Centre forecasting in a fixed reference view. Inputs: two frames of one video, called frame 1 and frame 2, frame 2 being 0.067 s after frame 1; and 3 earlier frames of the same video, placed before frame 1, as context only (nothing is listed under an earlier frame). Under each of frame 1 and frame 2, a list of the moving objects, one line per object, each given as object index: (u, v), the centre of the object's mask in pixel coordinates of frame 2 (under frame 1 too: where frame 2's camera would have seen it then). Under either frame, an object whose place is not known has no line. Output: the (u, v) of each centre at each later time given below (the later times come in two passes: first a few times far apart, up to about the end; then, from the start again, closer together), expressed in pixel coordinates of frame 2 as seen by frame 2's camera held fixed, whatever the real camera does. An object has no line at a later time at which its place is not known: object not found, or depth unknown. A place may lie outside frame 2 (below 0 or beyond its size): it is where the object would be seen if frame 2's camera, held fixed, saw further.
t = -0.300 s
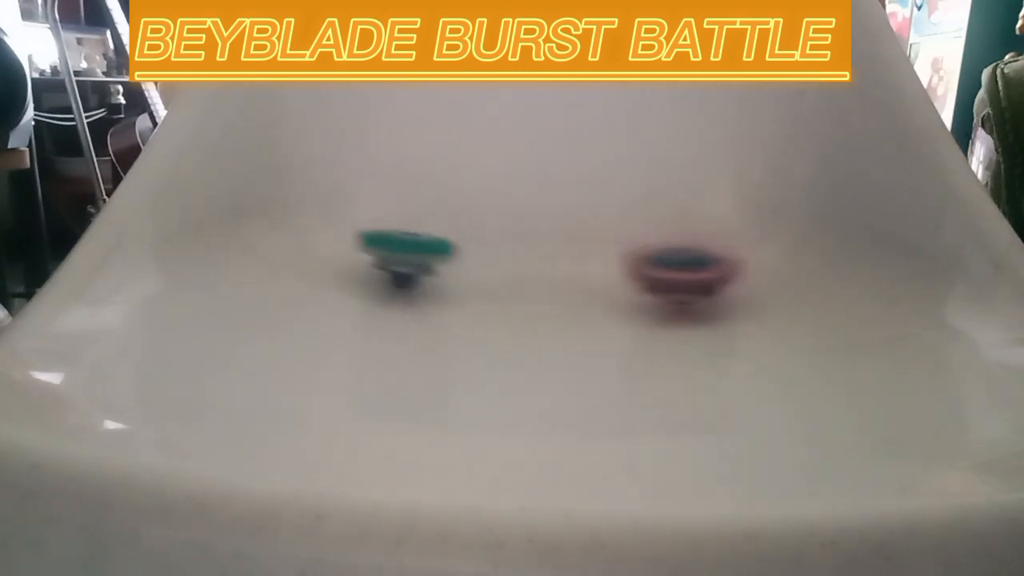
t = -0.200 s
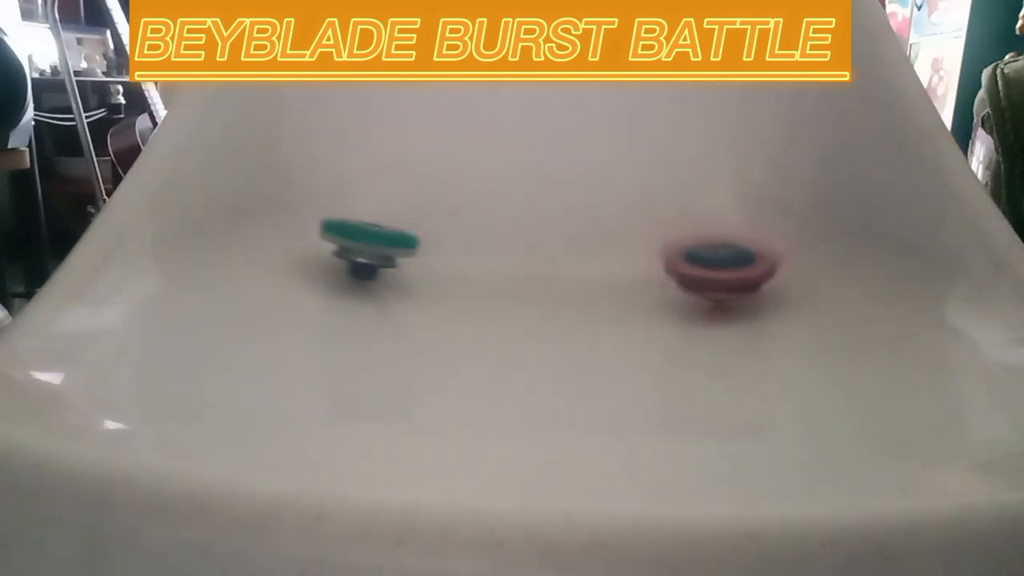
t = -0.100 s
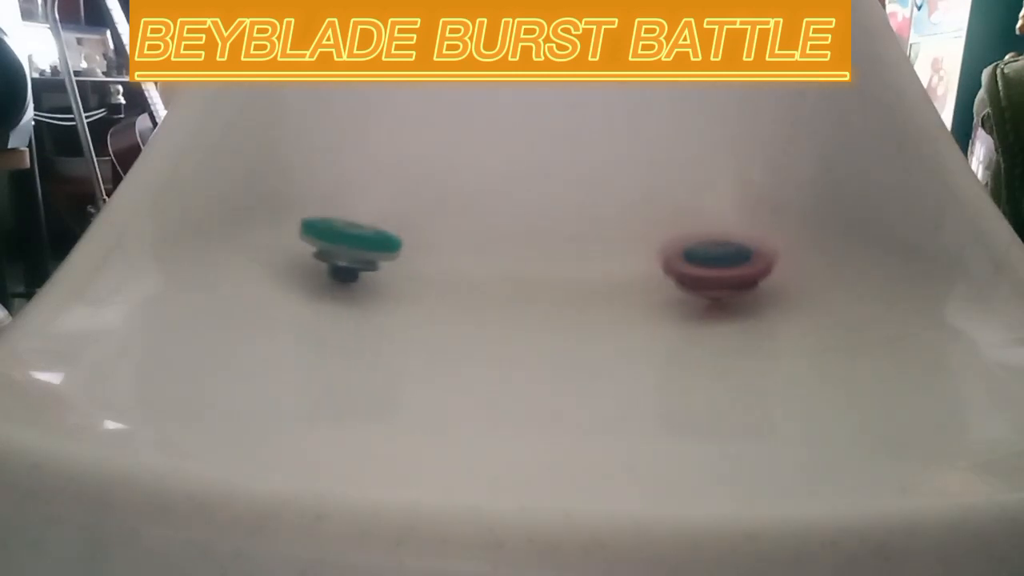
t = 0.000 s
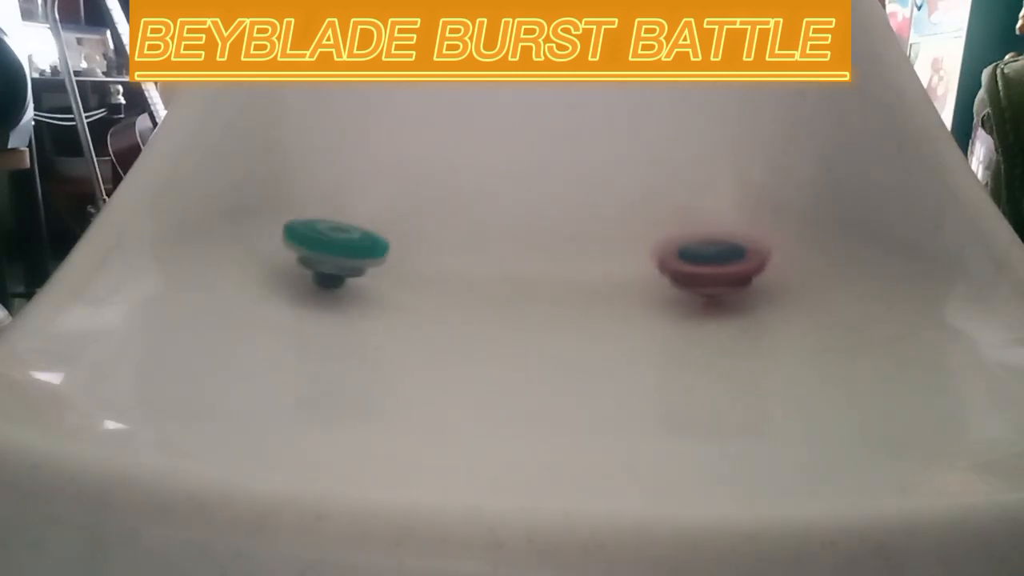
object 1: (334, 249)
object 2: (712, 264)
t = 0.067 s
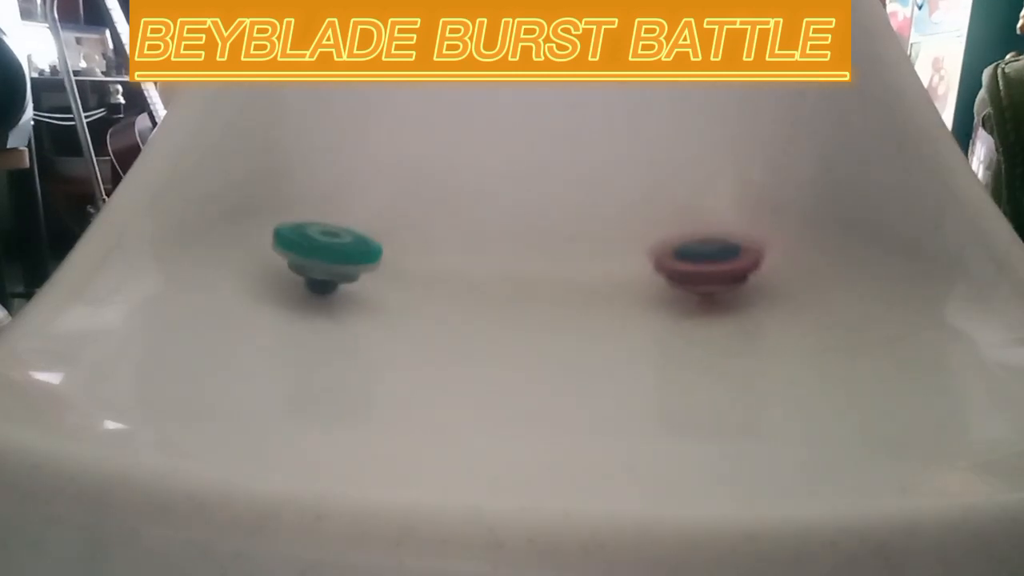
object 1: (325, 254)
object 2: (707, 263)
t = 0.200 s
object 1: (357, 270)
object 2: (694, 261)
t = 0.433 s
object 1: (491, 281)
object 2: (653, 264)
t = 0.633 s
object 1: (558, 281)
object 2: (641, 266)
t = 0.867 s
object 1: (584, 296)
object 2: (607, 256)
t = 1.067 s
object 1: (660, 304)
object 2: (582, 267)
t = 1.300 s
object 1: (711, 297)
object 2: (568, 268)
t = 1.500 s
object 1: (670, 287)
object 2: (550, 267)
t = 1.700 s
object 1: (590, 284)
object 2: (512, 266)
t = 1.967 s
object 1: (486, 286)
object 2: (490, 252)
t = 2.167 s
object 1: (421, 292)
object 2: (480, 259)
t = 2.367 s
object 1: (405, 301)
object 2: (476, 261)
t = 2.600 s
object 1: (460, 307)
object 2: (483, 258)
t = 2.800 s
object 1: (530, 299)
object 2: (491, 257)
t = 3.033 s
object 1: (576, 283)
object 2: (503, 264)
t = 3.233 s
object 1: (620, 273)
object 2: (515, 266)
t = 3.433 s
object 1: (626, 259)
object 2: (522, 268)
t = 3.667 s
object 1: (671, 257)
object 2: (487, 267)
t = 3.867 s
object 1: (681, 261)
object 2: (490, 270)
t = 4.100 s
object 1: (661, 276)
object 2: (498, 272)
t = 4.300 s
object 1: (613, 292)
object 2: (506, 272)
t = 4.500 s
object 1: (544, 303)
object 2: (514, 263)
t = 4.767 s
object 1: (440, 304)
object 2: (533, 269)
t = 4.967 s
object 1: (372, 297)
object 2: (531, 267)
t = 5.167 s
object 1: (339, 292)
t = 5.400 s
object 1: (393, 293)
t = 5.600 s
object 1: (465, 290)
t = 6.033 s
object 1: (612, 290)
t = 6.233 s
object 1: (676, 290)
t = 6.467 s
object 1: (698, 280)
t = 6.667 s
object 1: (647, 277)
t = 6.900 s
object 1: (630, 289)
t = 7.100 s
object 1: (601, 303)
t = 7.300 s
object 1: (549, 310)
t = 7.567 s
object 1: (468, 307)
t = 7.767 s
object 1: (424, 298)
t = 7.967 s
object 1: (410, 287)
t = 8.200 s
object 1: (440, 277)
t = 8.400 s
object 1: (438, 269)
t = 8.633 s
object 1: (455, 264)
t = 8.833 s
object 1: (483, 260)
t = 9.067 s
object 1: (459, 256)
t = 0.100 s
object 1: (326, 257)
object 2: (705, 263)
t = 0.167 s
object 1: (342, 266)
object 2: (698, 262)
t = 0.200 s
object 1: (357, 270)
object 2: (694, 261)
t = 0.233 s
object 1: (374, 273)
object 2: (689, 261)
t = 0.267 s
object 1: (393, 276)
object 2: (684, 262)
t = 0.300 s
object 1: (413, 279)
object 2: (679, 262)
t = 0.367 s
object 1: (453, 281)
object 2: (667, 263)
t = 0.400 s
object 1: (473, 281)
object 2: (661, 264)
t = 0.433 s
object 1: (491, 281)
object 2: (653, 264)
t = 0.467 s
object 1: (508, 281)
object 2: (647, 266)
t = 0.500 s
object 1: (524, 280)
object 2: (641, 266)
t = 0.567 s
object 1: (551, 279)
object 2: (639, 267)
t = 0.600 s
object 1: (562, 279)
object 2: (641, 267)
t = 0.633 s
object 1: (558, 281)
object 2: (641, 266)
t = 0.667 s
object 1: (551, 283)
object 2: (638, 266)
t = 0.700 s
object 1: (548, 285)
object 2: (634, 266)
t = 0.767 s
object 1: (557, 289)
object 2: (628, 264)
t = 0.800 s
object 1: (565, 291)
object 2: (624, 259)
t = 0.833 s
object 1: (576, 294)
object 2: (615, 257)
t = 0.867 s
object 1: (584, 296)
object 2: (607, 256)
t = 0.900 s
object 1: (595, 298)
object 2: (601, 257)
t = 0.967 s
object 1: (621, 302)
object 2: (590, 259)
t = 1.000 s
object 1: (633, 302)
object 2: (585, 261)
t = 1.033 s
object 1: (647, 304)
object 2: (583, 265)
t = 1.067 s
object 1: (660, 304)
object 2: (582, 267)
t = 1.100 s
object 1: (672, 304)
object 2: (581, 269)
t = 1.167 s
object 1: (692, 304)
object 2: (578, 269)
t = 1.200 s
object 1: (701, 302)
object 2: (576, 268)
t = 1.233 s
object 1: (707, 301)
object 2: (573, 268)
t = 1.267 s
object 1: (710, 299)
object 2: (571, 268)
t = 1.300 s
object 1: (711, 297)
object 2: (568, 268)
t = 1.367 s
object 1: (706, 293)
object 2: (563, 268)
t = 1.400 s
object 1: (699, 292)
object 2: (560, 268)
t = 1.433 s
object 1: (691, 290)
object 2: (557, 268)
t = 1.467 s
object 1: (681, 288)
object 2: (554, 268)
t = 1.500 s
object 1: (670, 287)
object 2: (550, 267)
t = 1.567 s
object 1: (646, 285)
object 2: (543, 267)
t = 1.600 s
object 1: (633, 285)
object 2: (537, 267)
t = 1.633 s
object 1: (619, 284)
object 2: (529, 267)
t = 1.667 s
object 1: (605, 284)
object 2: (522, 266)
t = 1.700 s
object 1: (590, 284)
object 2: (512, 266)
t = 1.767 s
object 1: (564, 284)
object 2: (501, 264)
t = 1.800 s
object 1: (551, 283)
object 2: (493, 262)
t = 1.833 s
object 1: (538, 283)
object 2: (487, 254)
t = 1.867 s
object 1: (524, 284)
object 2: (490, 251)
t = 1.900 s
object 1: (512, 285)
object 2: (490, 251)
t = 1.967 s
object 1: (486, 286)
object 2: (490, 252)
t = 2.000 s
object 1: (474, 287)
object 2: (489, 253)
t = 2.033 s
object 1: (462, 288)
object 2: (488, 254)
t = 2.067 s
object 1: (448, 289)
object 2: (486, 255)
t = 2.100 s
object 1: (438, 290)
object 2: (484, 257)
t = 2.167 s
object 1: (421, 292)
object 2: (480, 259)
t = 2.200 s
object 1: (414, 293)
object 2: (478, 260)
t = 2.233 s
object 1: (407, 294)
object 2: (477, 261)
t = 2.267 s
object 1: (403, 296)
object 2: (477, 262)
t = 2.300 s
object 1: (401, 297)
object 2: (476, 262)
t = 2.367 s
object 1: (405, 301)
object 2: (476, 261)
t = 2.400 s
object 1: (409, 303)
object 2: (476, 261)
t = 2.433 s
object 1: (414, 303)
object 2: (477, 261)
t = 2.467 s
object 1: (419, 305)
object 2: (478, 260)
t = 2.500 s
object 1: (428, 306)
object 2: (479, 260)
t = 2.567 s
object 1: (448, 307)
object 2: (482, 259)
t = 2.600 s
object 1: (460, 307)
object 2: (483, 258)
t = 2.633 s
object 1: (472, 307)
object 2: (485, 258)
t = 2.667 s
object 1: (486, 306)
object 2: (486, 258)
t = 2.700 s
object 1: (498, 305)
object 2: (489, 258)
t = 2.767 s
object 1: (521, 301)
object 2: (491, 256)
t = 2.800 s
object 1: (530, 299)
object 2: (491, 257)
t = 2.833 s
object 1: (538, 296)
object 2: (491, 257)
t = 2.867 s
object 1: (544, 293)
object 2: (491, 258)
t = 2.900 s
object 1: (549, 290)
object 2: (493, 258)
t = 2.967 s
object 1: (559, 285)
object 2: (497, 265)
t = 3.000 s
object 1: (567, 284)
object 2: (500, 264)
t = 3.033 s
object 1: (576, 283)
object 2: (503, 264)
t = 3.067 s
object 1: (585, 282)
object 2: (505, 265)
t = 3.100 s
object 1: (594, 280)
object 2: (508, 266)
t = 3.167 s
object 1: (609, 277)
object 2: (512, 266)
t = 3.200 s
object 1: (615, 275)
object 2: (514, 266)
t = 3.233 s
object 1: (620, 273)
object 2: (515, 266)
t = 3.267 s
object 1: (625, 271)
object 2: (516, 266)
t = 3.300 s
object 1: (628, 269)
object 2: (516, 266)
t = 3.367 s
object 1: (632, 264)
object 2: (518, 267)
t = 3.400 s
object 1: (631, 262)
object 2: (520, 266)
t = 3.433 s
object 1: (626, 259)
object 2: (522, 268)
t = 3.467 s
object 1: (631, 256)
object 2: (513, 268)
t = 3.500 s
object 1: (647, 254)
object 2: (500, 267)
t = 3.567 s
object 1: (666, 255)
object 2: (487, 265)
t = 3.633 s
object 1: (669, 256)
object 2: (487, 266)
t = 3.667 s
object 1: (671, 257)
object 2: (487, 267)
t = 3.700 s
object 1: (673, 256)
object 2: (487, 267)
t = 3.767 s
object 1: (675, 258)
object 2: (488, 269)
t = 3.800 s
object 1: (676, 259)
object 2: (489, 269)
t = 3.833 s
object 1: (678, 260)
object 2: (490, 270)
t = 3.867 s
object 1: (681, 261)
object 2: (490, 270)
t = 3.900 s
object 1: (681, 262)
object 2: (491, 270)
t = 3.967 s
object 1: (679, 265)
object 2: (493, 271)
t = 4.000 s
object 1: (676, 268)
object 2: (494, 272)
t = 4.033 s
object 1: (671, 270)
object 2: (495, 271)
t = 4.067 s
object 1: (666, 273)
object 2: (496, 271)
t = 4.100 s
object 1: (661, 276)
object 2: (498, 272)
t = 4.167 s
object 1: (649, 281)
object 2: (500, 272)
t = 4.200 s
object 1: (641, 284)
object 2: (501, 272)
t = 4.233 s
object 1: (632, 287)
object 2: (502, 272)
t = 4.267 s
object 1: (623, 289)
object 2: (504, 272)
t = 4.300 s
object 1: (613, 292)
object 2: (506, 272)
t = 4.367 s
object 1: (592, 297)
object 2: (506, 270)
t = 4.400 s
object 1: (580, 299)
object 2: (507, 269)
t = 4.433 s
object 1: (568, 301)
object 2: (508, 266)
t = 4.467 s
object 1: (557, 302)
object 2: (511, 264)
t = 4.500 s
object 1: (544, 303)
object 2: (514, 263)
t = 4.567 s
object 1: (518, 306)
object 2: (520, 263)
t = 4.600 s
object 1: (505, 306)
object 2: (522, 262)
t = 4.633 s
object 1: (492, 306)
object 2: (525, 262)
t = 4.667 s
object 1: (478, 306)
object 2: (529, 264)
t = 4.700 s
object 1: (465, 305)
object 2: (531, 266)
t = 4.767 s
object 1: (440, 304)
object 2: (533, 269)
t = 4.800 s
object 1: (428, 303)
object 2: (533, 269)
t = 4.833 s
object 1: (416, 302)
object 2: (534, 268)
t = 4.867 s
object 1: (405, 300)
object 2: (534, 268)
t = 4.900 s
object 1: (393, 299)
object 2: (534, 268)
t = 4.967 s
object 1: (372, 297)
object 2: (531, 267)
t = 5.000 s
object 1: (363, 295)
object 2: (530, 267)
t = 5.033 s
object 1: (355, 294)
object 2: (528, 267)
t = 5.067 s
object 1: (347, 293)
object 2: (526, 266)
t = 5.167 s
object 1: (339, 292)
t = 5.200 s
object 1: (340, 292)
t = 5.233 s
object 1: (344, 291)
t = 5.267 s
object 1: (350, 292)
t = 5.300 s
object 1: (358, 292)
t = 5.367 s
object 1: (381, 293)
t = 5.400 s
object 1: (393, 293)
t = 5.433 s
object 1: (405, 293)
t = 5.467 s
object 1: (417, 292)
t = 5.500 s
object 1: (429, 291)
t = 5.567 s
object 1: (453, 291)
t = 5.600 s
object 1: (465, 290)
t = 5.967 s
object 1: (588, 289)
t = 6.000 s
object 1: (601, 290)
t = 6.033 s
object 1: (612, 290)
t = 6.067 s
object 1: (624, 291)
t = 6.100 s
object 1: (635, 291)
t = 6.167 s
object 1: (656, 291)
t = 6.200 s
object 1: (666, 290)
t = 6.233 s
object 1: (676, 290)
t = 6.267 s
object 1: (684, 289)
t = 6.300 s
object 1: (692, 288)
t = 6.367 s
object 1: (700, 285)
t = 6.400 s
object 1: (702, 283)
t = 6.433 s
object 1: (701, 282)
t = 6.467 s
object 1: (698, 280)
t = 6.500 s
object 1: (693, 279)
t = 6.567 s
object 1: (677, 277)
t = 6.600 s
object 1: (667, 276)
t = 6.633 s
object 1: (658, 276)
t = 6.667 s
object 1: (647, 277)
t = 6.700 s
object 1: (638, 277)
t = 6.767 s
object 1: (630, 279)
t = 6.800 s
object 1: (633, 282)
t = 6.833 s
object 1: (633, 284)
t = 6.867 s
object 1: (632, 287)
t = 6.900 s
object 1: (630, 289)
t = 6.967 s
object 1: (623, 294)
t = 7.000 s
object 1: (618, 297)
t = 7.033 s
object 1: (613, 299)
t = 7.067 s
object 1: (607, 301)
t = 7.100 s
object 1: (601, 303)
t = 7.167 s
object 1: (586, 306)
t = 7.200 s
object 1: (578, 307)
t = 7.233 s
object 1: (569, 309)
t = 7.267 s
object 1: (560, 309)
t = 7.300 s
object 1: (549, 310)
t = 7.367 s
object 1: (528, 311)
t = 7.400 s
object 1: (518, 310)
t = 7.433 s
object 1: (507, 310)
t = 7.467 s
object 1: (497, 309)
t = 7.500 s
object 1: (487, 308)
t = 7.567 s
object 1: (468, 307)
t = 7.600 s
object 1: (459, 306)
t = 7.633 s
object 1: (450, 305)
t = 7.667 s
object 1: (442, 303)
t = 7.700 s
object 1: (435, 301)
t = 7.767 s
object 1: (424, 298)
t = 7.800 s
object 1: (418, 296)
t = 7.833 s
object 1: (414, 293)
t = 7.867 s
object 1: (412, 292)
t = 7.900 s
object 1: (410, 290)
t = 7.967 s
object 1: (410, 287)
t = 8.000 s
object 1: (412, 286)
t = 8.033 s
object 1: (415, 284)
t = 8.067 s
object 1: (418, 283)
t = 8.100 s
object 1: (423, 281)
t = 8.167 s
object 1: (433, 278)
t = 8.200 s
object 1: (440, 277)
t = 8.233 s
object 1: (443, 276)
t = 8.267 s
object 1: (445, 275)
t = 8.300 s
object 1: (443, 274)
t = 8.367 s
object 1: (439, 271)
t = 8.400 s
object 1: (438, 269)
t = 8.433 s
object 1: (438, 268)
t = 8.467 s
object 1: (439, 267)
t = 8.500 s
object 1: (440, 267)
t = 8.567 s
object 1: (446, 265)
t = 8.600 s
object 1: (450, 265)
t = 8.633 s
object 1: (455, 264)
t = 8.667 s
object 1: (461, 264)
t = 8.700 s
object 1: (468, 263)
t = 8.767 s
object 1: (480, 263)
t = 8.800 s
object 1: (482, 262)
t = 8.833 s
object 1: (483, 260)
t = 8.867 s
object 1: (483, 259)
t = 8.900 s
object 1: (481, 256)
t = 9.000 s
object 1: (465, 252)
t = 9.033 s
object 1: (460, 254)
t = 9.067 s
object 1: (459, 256)
